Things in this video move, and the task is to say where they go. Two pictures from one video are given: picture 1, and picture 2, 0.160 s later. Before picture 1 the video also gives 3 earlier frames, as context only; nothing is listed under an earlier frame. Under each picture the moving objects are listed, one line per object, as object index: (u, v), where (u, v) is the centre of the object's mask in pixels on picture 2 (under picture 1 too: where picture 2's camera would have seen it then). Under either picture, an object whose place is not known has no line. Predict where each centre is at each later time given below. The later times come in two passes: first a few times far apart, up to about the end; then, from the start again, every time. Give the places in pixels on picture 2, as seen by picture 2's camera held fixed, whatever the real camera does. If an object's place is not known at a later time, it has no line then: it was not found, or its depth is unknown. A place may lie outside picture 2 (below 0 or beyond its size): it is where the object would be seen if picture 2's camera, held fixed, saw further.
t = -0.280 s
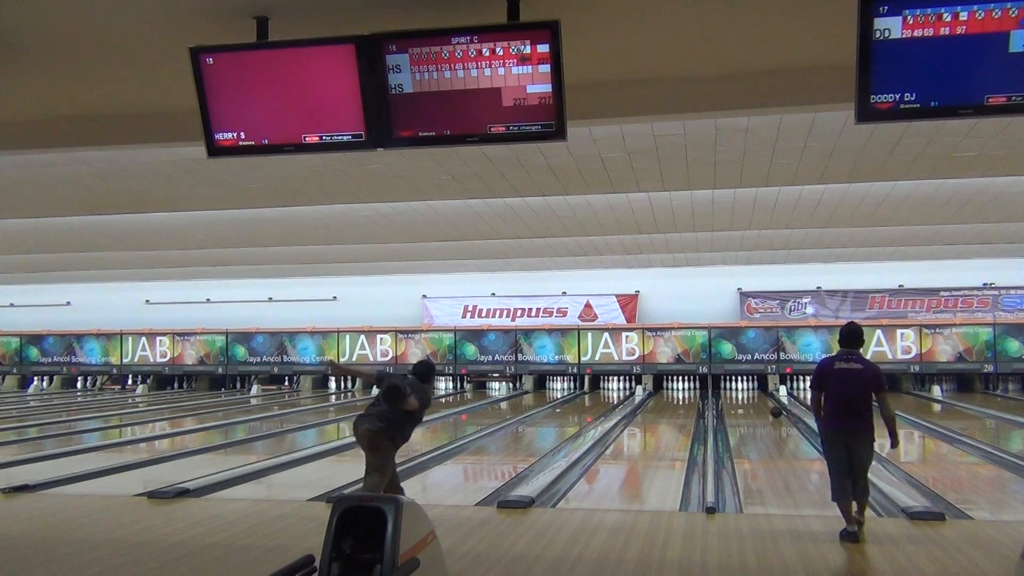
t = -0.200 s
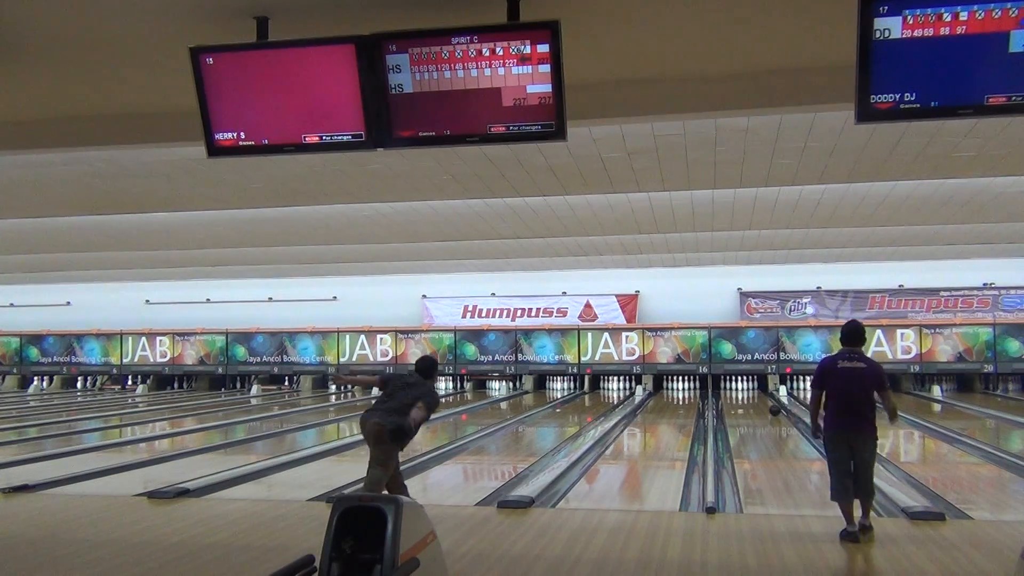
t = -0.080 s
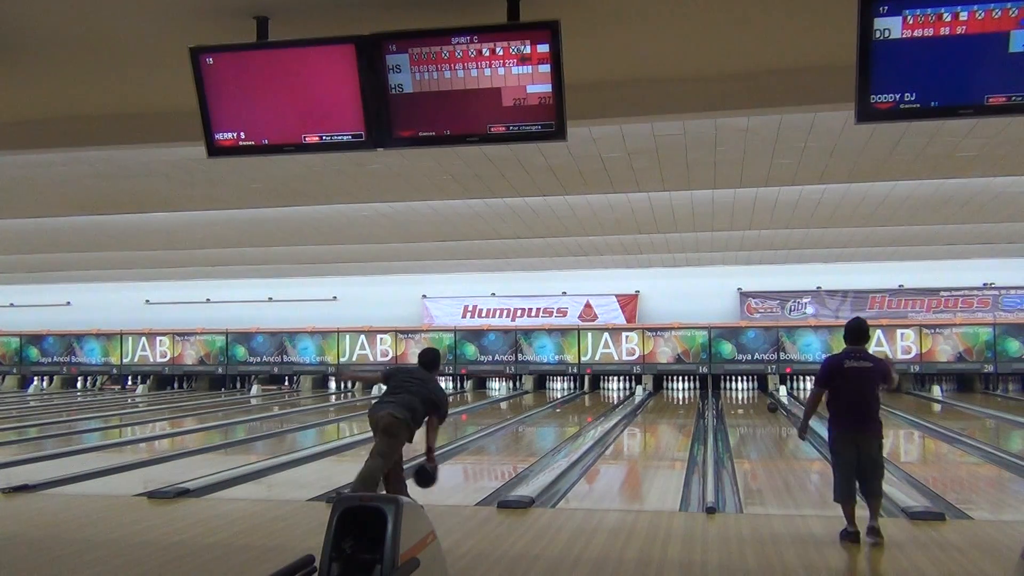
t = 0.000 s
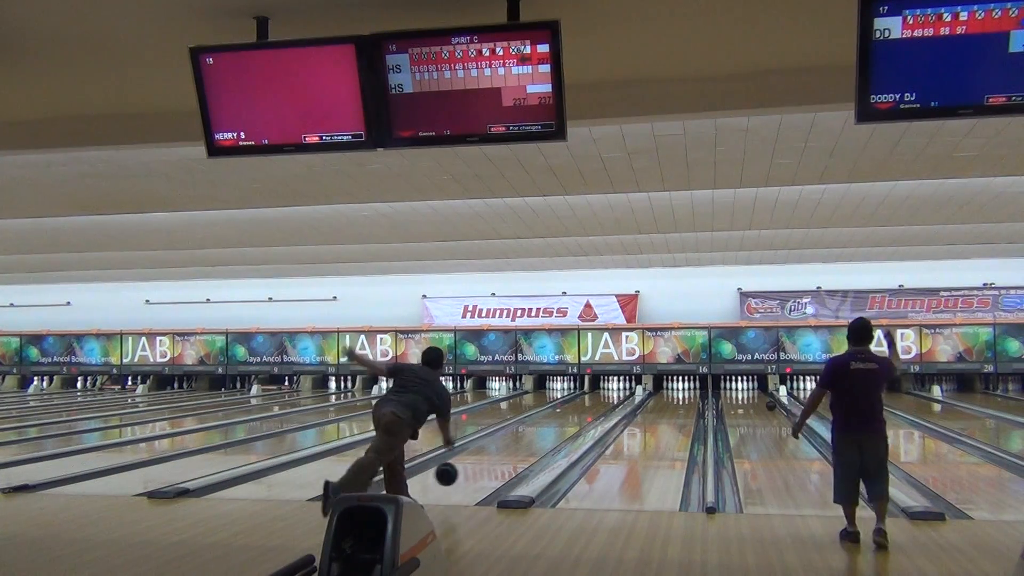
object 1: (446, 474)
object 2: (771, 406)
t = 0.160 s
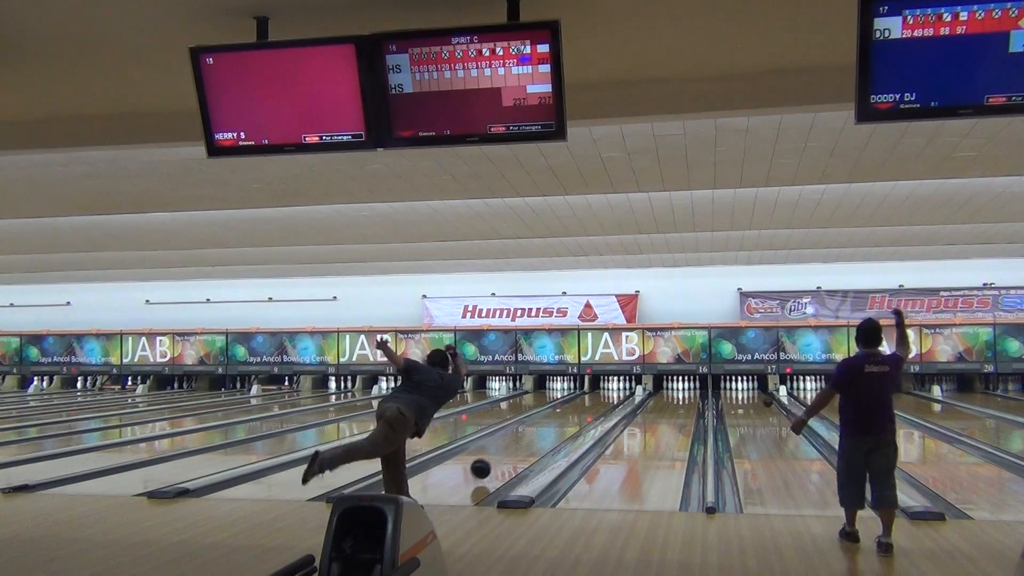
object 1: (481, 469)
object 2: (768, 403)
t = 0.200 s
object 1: (488, 463)
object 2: (767, 402)
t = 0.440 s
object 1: (523, 447)
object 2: (762, 397)
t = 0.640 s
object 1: (544, 434)
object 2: (757, 395)
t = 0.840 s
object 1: (561, 425)
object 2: (753, 392)
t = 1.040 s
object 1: (574, 417)
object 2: (748, 389)
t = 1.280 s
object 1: (587, 409)
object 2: (742, 387)
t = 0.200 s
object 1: (488, 463)
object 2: (767, 402)
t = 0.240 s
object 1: (494, 459)
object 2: (766, 402)
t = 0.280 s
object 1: (501, 457)
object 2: (766, 401)
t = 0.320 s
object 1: (507, 456)
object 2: (765, 399)
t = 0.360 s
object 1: (512, 452)
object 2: (764, 398)
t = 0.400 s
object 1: (517, 450)
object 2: (764, 398)
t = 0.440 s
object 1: (523, 447)
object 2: (762, 397)
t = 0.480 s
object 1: (527, 445)
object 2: (762, 396)
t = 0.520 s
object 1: (532, 442)
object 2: (760, 396)
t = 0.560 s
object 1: (536, 439)
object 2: (760, 396)
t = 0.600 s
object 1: (540, 437)
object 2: (758, 395)
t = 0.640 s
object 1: (544, 434)
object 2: (757, 395)
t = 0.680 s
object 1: (548, 432)
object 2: (757, 394)
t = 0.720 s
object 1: (551, 430)
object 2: (756, 393)
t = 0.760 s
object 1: (555, 428)
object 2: (756, 393)
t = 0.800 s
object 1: (558, 426)
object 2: (755, 392)
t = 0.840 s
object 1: (561, 425)
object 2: (753, 392)
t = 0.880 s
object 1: (564, 423)
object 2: (752, 391)
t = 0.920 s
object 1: (567, 421)
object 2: (751, 391)
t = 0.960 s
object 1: (569, 419)
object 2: (750, 390)
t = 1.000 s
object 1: (572, 418)
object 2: (750, 389)
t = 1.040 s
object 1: (574, 417)
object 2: (748, 389)
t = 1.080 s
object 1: (577, 415)
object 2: (747, 389)
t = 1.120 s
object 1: (579, 414)
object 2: (746, 388)
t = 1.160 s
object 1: (581, 413)
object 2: (745, 388)
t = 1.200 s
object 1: (583, 411)
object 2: (745, 387)
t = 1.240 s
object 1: (585, 410)
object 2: (743, 387)
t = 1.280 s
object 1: (587, 409)
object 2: (742, 387)
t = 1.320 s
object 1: (589, 408)
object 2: (741, 387)
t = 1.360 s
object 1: (590, 407)
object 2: (741, 387)
